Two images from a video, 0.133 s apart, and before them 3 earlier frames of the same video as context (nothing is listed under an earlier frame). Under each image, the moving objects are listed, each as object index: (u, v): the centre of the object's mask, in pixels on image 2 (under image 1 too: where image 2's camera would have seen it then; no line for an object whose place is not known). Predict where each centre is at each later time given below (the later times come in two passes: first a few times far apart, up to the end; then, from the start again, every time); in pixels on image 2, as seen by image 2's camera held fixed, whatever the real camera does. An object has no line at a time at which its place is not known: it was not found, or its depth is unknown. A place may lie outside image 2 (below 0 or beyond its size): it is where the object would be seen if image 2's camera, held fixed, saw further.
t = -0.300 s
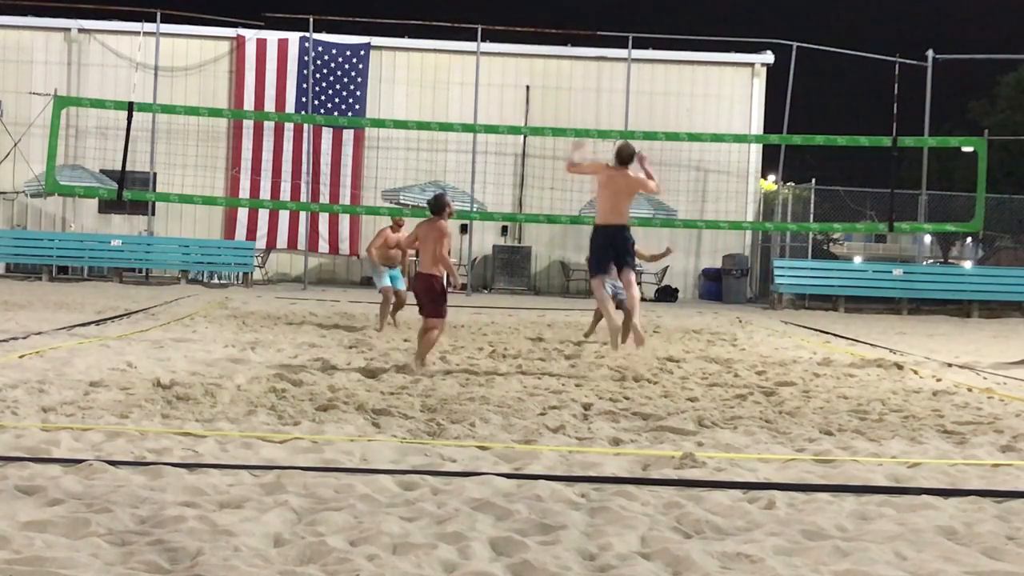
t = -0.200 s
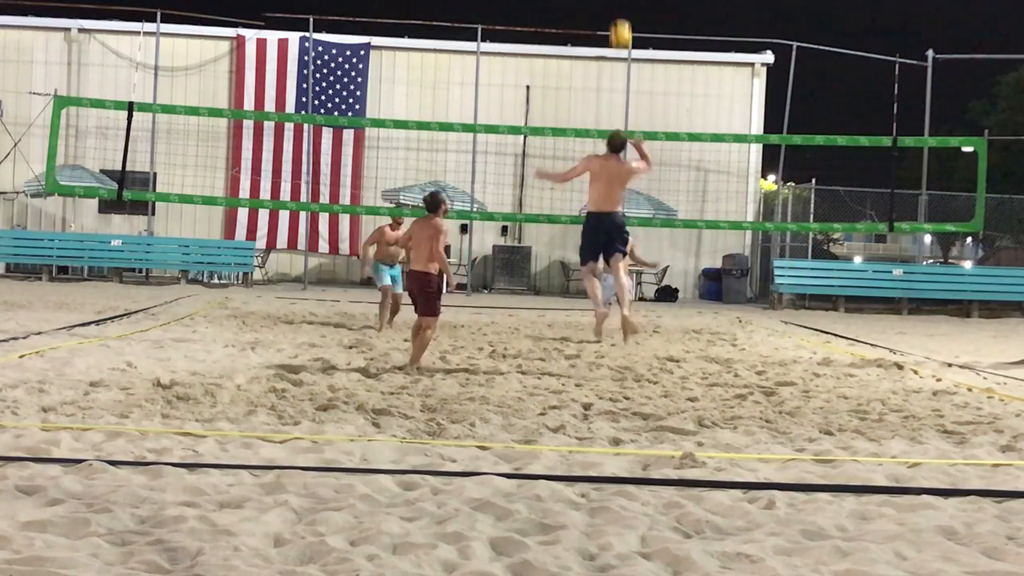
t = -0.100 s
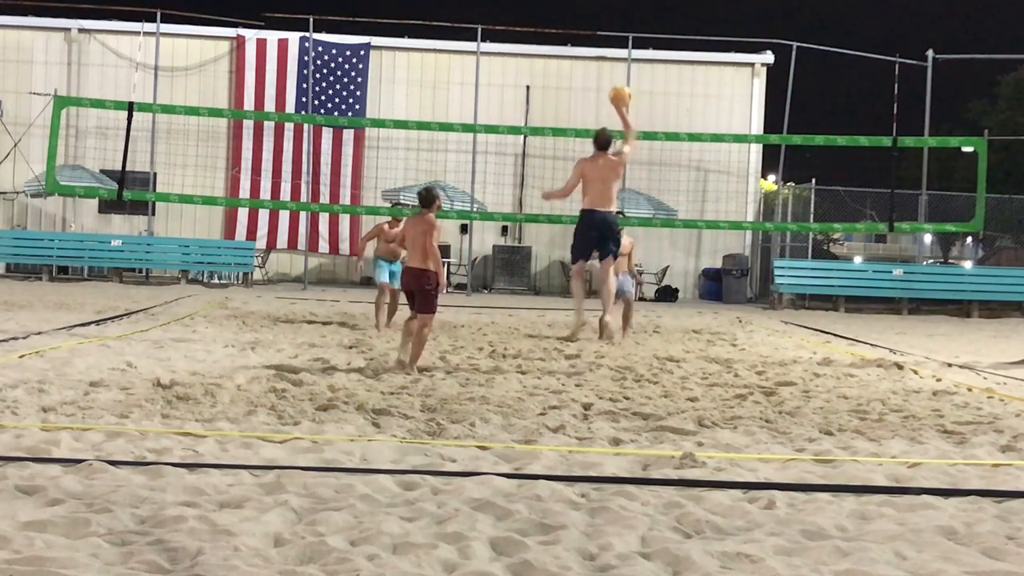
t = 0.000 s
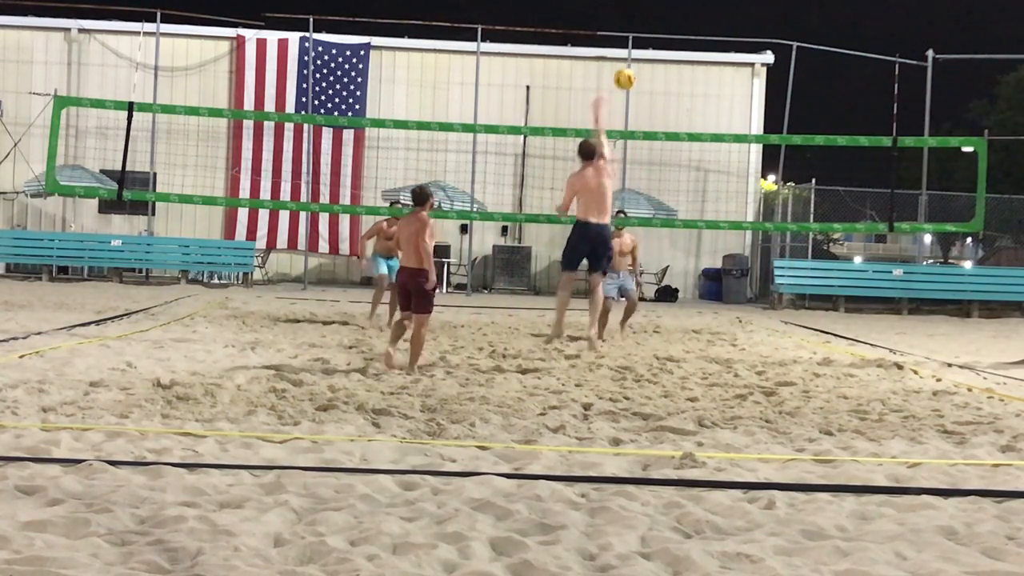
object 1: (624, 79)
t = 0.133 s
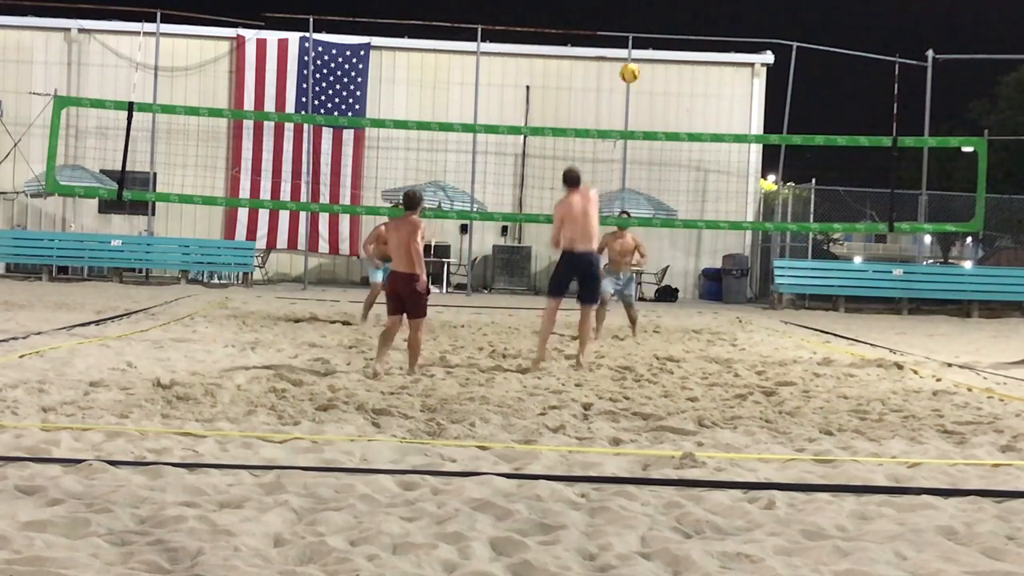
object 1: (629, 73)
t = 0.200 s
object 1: (632, 77)
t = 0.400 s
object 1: (637, 110)
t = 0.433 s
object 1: (637, 119)
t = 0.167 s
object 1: (630, 74)
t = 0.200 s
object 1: (632, 77)
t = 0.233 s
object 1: (633, 80)
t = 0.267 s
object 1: (633, 84)
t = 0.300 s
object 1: (634, 90)
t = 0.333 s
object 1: (635, 96)
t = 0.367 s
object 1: (636, 102)
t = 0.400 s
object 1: (637, 110)
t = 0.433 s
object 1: (637, 119)
